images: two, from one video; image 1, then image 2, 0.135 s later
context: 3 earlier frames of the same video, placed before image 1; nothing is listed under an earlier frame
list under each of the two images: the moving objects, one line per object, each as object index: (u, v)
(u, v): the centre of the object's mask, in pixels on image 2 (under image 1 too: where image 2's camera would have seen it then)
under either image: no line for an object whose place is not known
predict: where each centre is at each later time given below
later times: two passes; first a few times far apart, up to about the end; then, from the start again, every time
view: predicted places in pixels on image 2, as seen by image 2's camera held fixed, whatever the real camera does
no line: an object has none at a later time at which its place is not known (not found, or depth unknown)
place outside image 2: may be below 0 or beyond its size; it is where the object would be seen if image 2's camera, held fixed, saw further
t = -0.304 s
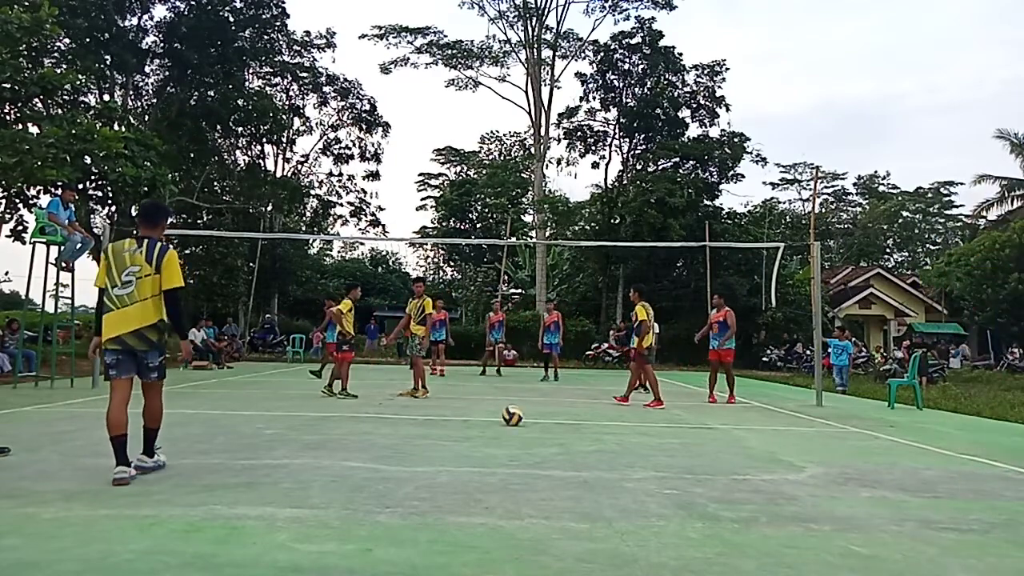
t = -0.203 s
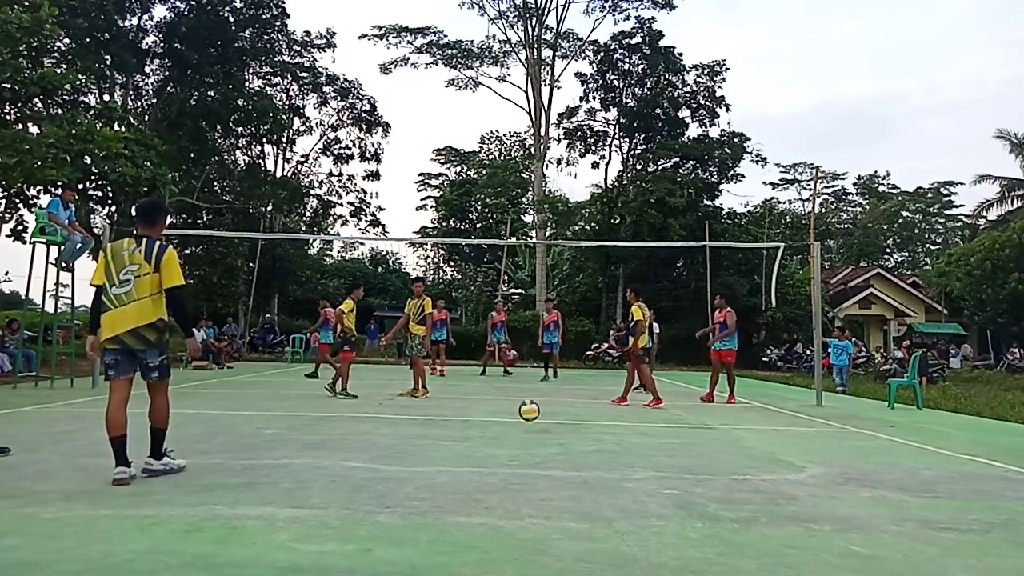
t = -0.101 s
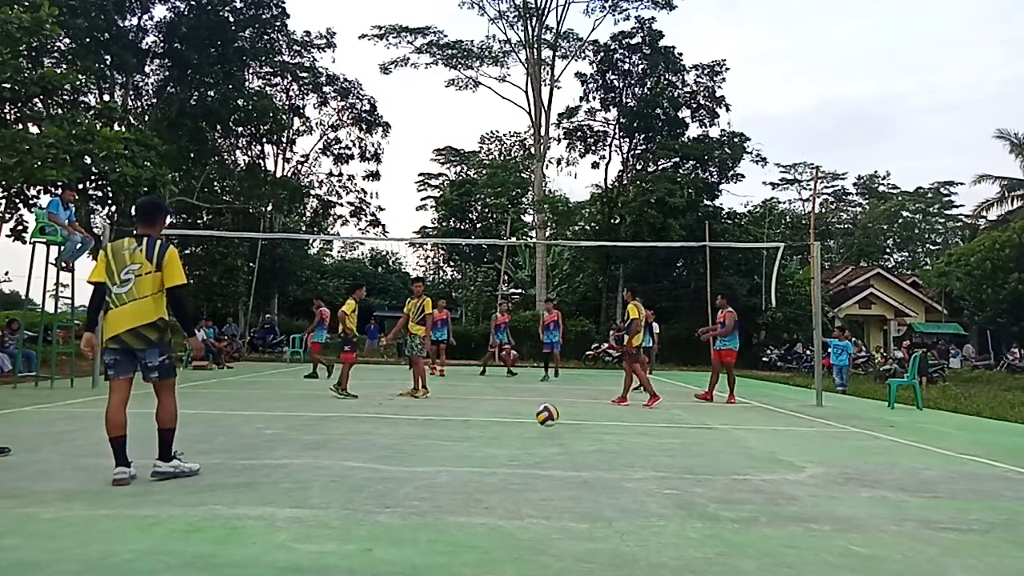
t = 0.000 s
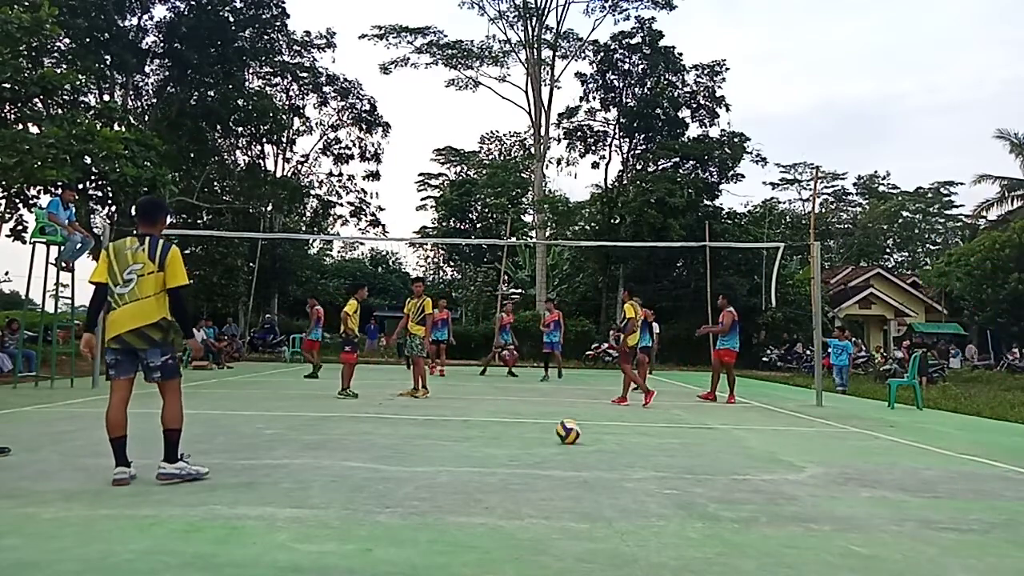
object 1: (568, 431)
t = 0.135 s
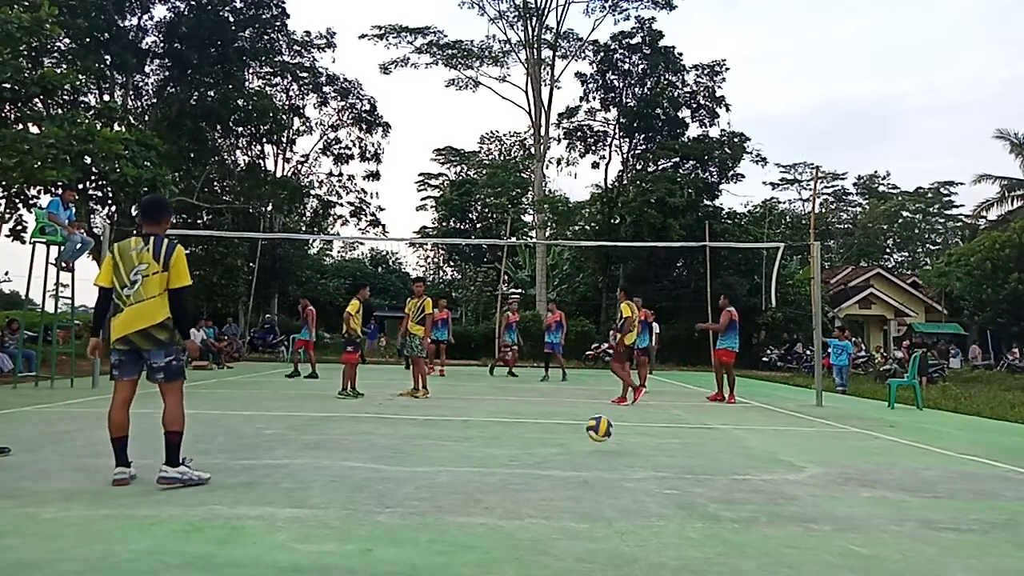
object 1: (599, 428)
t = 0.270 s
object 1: (636, 450)
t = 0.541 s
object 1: (733, 477)
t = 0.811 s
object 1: (885, 516)
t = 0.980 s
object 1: (1011, 540)
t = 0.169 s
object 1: (608, 431)
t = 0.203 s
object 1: (617, 436)
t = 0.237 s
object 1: (626, 442)
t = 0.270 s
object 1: (636, 450)
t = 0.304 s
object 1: (646, 450)
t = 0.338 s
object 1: (657, 449)
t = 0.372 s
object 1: (668, 449)
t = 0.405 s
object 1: (680, 452)
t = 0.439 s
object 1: (692, 456)
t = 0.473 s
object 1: (706, 462)
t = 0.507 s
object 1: (719, 471)
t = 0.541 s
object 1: (733, 477)
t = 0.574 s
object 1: (749, 475)
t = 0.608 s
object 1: (765, 475)
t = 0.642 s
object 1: (783, 477)
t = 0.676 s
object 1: (800, 482)
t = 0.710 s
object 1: (819, 489)
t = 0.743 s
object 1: (840, 499)
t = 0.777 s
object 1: (862, 513)
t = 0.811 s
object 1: (885, 516)
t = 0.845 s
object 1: (909, 515)
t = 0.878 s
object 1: (935, 517)
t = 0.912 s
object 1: (963, 521)
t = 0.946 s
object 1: (994, 530)
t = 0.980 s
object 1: (1011, 540)
